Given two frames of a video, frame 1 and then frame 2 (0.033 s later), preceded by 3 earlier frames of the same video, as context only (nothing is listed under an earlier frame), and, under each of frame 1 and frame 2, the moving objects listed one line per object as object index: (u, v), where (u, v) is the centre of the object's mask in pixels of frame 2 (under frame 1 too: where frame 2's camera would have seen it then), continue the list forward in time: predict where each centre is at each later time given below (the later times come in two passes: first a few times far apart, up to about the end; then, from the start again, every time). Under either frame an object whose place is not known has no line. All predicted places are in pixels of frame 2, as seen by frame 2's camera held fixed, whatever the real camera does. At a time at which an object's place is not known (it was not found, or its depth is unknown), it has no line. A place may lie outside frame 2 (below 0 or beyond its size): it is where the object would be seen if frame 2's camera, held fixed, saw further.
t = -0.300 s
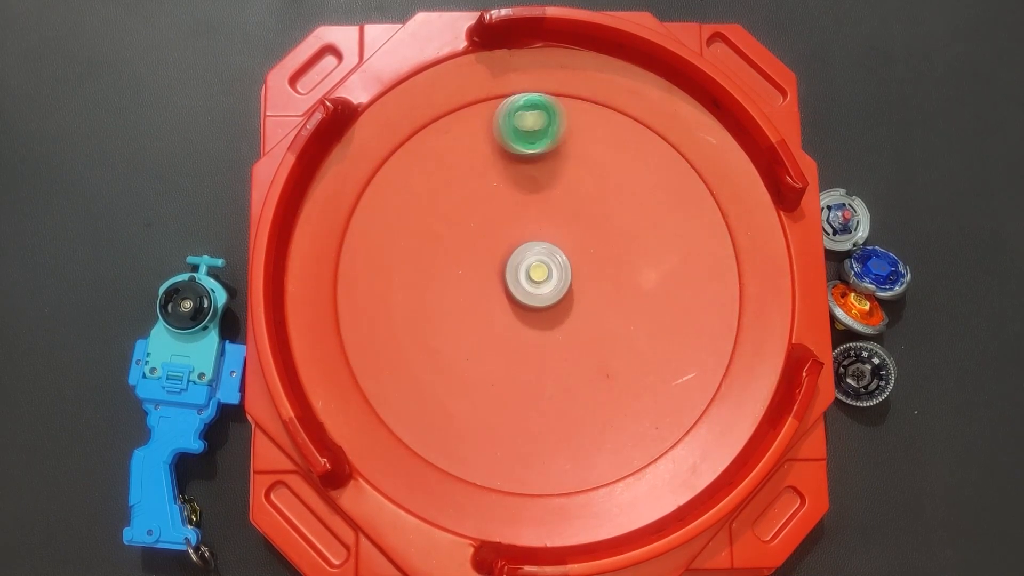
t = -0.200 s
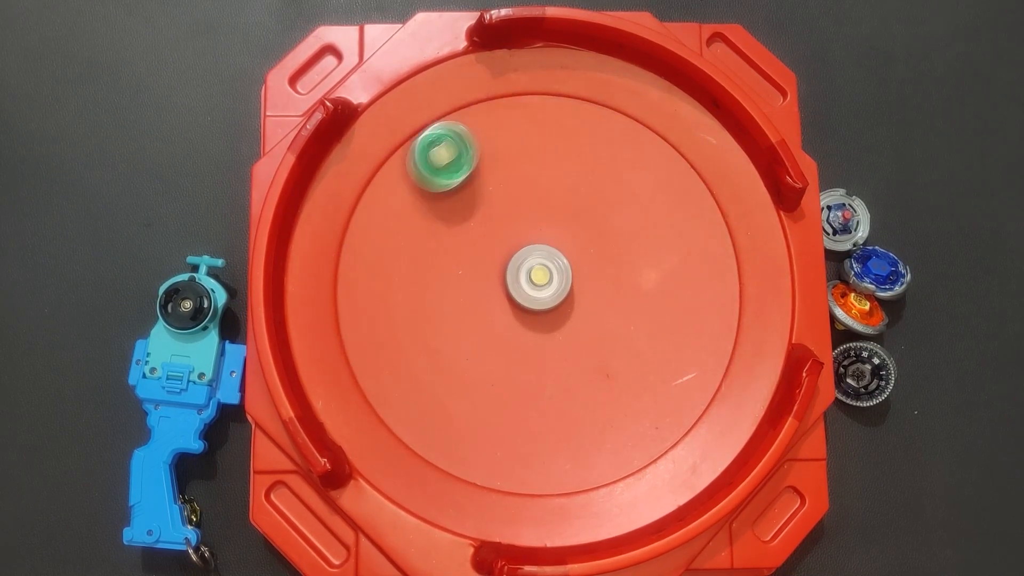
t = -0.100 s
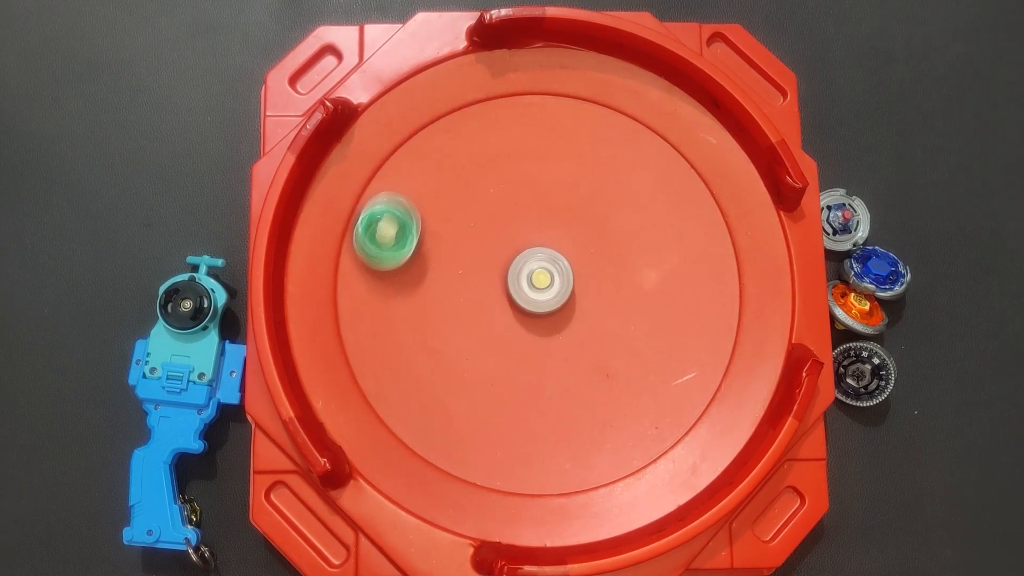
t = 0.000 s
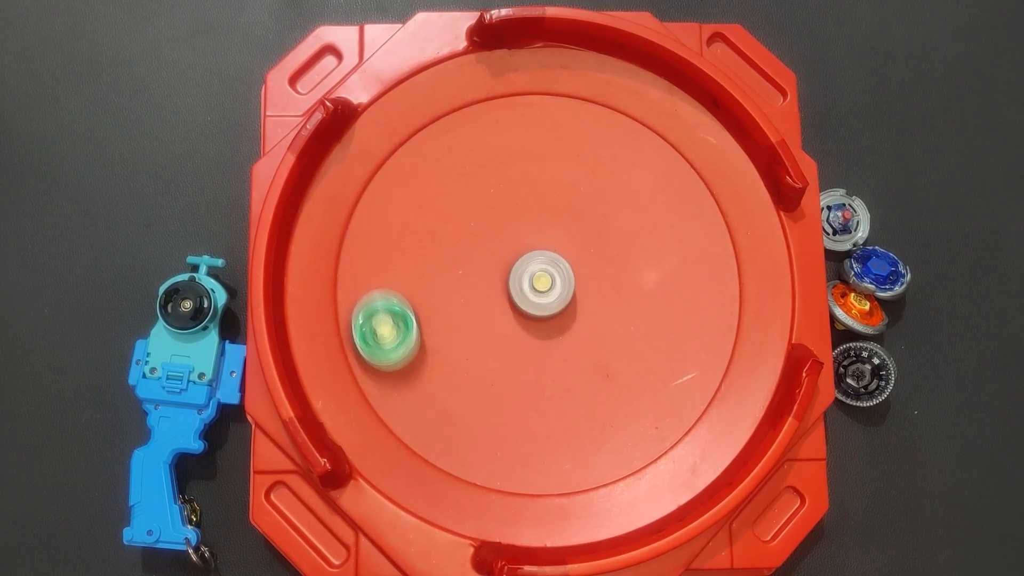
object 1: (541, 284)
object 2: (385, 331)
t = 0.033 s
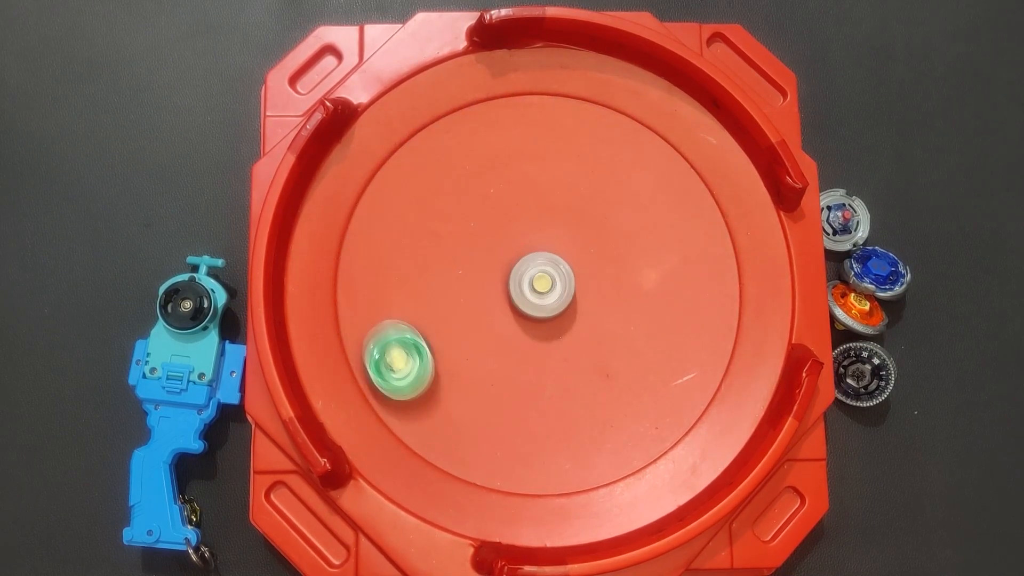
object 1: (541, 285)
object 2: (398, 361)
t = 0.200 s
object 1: (540, 291)
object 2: (534, 434)
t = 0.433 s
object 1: (539, 297)
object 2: (684, 315)
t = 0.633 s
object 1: (540, 300)
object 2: (627, 161)
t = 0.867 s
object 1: (538, 294)
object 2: (443, 176)
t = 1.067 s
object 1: (531, 291)
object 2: (406, 319)
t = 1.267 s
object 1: (526, 289)
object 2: (513, 407)
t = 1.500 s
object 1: (527, 289)
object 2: (643, 338)
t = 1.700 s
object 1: (532, 285)
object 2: (624, 206)
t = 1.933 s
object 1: (538, 276)
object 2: (514, 186)
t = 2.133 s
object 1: (555, 310)
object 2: (489, 175)
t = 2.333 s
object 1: (576, 357)
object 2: (426, 152)
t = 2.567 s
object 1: (570, 365)
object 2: (380, 233)
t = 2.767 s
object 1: (555, 360)
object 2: (462, 307)
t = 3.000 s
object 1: (576, 379)
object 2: (535, 251)
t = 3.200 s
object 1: (576, 345)
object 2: (571, 195)
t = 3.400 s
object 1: (577, 311)
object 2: (546, 155)
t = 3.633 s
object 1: (582, 279)
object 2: (523, 232)
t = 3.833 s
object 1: (618, 292)
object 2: (530, 282)
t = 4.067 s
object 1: (663, 301)
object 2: (535, 306)
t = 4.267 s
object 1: (656, 304)
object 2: (540, 314)
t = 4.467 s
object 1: (629, 307)
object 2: (541, 302)
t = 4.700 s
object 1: (591, 301)
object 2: (497, 291)
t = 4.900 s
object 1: (577, 296)
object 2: (443, 309)
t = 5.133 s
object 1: (569, 275)
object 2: (478, 337)
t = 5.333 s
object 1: (581, 259)
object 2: (520, 291)
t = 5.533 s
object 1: (597, 252)
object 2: (515, 239)
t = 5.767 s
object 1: (602, 262)
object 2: (481, 223)
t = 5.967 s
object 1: (587, 271)
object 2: (496, 251)
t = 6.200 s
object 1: (624, 315)
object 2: (482, 258)
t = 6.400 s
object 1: (615, 316)
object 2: (495, 280)
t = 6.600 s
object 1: (608, 301)
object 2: (534, 276)
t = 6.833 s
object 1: (589, 287)
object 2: (531, 234)
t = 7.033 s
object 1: (549, 315)
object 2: (509, 247)
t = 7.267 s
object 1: (577, 325)
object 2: (526, 260)
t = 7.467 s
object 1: (568, 316)
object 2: (531, 242)
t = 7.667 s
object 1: (559, 326)
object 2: (523, 248)
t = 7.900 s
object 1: (560, 328)
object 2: (534, 247)
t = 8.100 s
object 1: (563, 322)
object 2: (526, 241)
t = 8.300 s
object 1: (567, 321)
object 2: (530, 259)
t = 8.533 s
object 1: (562, 327)
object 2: (535, 261)
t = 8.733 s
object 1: (563, 328)
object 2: (535, 260)
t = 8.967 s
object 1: (567, 326)
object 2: (535, 265)
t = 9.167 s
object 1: (566, 327)
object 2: (534, 265)
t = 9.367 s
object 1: (566, 326)
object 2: (533, 264)
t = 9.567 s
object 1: (565, 328)
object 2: (534, 263)
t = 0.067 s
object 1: (541, 287)
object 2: (418, 387)
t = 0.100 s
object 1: (541, 288)
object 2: (444, 409)
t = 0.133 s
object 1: (541, 289)
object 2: (472, 423)
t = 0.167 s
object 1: (541, 290)
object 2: (502, 431)
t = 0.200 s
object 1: (540, 291)
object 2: (534, 434)
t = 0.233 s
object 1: (541, 291)
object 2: (565, 430)
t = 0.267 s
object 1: (541, 293)
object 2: (594, 422)
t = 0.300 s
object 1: (540, 293)
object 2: (620, 408)
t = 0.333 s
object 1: (540, 294)
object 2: (643, 389)
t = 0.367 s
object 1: (540, 295)
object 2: (661, 366)
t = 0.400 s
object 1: (540, 296)
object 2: (675, 342)
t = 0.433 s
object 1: (539, 297)
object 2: (684, 315)
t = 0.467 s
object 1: (539, 298)
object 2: (688, 287)
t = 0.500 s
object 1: (539, 298)
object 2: (687, 258)
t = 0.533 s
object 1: (539, 299)
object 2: (679, 230)
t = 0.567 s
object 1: (540, 299)
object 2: (667, 204)
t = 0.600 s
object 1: (540, 300)
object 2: (649, 180)
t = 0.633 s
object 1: (540, 300)
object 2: (627, 161)
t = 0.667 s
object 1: (541, 300)
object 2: (603, 147)
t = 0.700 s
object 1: (541, 299)
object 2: (574, 137)
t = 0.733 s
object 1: (541, 299)
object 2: (545, 134)
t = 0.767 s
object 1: (540, 298)
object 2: (517, 136)
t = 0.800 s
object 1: (540, 296)
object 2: (490, 144)
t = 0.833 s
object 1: (539, 295)
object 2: (464, 158)
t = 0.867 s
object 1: (538, 294)
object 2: (443, 176)
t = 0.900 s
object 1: (536, 293)
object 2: (426, 196)
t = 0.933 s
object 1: (535, 293)
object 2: (413, 221)
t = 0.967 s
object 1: (534, 292)
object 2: (405, 247)
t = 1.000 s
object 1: (533, 291)
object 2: (401, 273)
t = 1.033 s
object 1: (532, 291)
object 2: (401, 297)
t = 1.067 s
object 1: (531, 291)
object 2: (406, 319)
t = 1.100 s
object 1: (529, 290)
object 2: (416, 338)
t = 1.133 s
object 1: (529, 289)
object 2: (429, 358)
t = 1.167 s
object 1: (528, 289)
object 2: (448, 379)
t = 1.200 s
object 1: (528, 289)
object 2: (469, 393)
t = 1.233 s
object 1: (527, 290)
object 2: (491, 402)
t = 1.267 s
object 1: (526, 289)
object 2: (513, 407)
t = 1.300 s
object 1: (526, 289)
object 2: (533, 407)
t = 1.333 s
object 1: (525, 289)
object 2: (554, 404)
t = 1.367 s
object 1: (525, 290)
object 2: (576, 398)
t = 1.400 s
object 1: (525, 290)
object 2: (597, 387)
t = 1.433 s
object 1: (526, 290)
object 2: (616, 374)
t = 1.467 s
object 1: (526, 289)
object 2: (631, 357)
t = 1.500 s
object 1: (527, 289)
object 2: (643, 338)
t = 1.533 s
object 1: (528, 289)
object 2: (652, 317)
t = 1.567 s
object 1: (529, 288)
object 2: (656, 293)
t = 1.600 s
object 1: (530, 288)
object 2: (657, 269)
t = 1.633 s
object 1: (530, 287)
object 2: (650, 246)
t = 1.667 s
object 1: (531, 286)
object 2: (640, 225)
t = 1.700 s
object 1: (532, 285)
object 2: (624, 206)
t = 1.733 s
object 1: (532, 283)
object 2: (606, 191)
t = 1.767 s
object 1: (533, 282)
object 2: (585, 181)
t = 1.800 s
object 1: (534, 281)
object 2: (566, 175)
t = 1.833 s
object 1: (536, 280)
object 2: (548, 173)
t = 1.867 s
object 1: (537, 279)
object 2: (533, 175)
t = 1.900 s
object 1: (537, 278)
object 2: (522, 180)
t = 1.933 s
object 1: (538, 276)
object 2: (514, 186)
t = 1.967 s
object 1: (539, 275)
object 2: (509, 192)
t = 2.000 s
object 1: (539, 273)
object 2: (506, 199)
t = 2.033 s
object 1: (539, 272)
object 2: (504, 205)
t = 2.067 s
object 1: (539, 271)
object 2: (504, 210)
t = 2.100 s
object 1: (544, 283)
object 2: (499, 199)
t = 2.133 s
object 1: (555, 310)
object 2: (489, 175)
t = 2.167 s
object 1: (562, 330)
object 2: (479, 157)
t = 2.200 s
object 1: (568, 343)
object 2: (470, 146)
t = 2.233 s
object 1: (571, 350)
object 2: (461, 142)
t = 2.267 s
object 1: (573, 354)
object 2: (450, 143)
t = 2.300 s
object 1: (575, 356)
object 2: (438, 147)
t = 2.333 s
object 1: (576, 357)
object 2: (426, 152)
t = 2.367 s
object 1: (576, 359)
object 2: (414, 158)
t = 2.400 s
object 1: (576, 361)
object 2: (403, 164)
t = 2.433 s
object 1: (576, 362)
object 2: (393, 174)
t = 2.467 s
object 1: (576, 363)
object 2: (385, 185)
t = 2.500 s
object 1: (574, 364)
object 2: (380, 200)
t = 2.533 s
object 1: (573, 365)
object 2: (377, 215)
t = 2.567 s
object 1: (570, 365)
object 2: (380, 233)
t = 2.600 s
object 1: (568, 365)
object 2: (386, 249)
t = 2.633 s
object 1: (565, 365)
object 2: (396, 266)
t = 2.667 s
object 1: (562, 364)
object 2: (410, 279)
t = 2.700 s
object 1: (560, 363)
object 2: (426, 291)
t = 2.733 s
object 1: (557, 362)
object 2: (444, 300)
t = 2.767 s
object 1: (555, 360)
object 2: (462, 307)
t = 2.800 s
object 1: (551, 357)
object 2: (480, 310)
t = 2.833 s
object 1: (551, 356)
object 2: (495, 309)
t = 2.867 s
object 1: (562, 368)
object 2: (498, 292)
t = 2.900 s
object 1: (571, 377)
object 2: (503, 278)
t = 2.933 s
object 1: (576, 382)
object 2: (512, 268)
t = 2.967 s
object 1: (577, 382)
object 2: (524, 259)
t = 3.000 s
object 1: (576, 379)
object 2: (535, 251)
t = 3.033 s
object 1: (576, 374)
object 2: (544, 242)
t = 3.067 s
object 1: (576, 369)
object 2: (552, 232)
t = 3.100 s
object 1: (576, 363)
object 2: (557, 223)
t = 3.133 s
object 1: (576, 357)
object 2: (562, 214)
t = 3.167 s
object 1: (576, 351)
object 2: (567, 204)
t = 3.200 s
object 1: (576, 345)
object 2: (571, 195)
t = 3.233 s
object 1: (576, 339)
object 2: (572, 186)
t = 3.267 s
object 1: (576, 333)
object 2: (571, 177)
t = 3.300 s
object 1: (576, 327)
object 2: (568, 168)
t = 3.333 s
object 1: (577, 321)
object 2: (562, 161)
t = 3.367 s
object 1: (577, 316)
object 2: (555, 156)
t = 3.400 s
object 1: (577, 311)
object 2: (546, 155)
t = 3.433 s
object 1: (577, 305)
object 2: (537, 158)
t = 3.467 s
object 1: (578, 301)
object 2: (528, 165)
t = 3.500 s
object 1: (578, 296)
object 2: (520, 176)
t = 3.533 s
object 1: (579, 291)
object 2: (516, 188)
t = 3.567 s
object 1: (580, 286)
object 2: (516, 202)
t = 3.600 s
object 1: (581, 282)
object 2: (518, 218)
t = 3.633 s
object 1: (582, 279)
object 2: (523, 232)
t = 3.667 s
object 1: (593, 282)
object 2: (520, 239)
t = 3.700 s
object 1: (605, 289)
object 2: (515, 243)
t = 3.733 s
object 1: (612, 292)
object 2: (515, 251)
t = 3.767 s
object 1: (615, 294)
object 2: (518, 261)
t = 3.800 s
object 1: (616, 293)
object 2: (523, 271)
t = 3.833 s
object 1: (618, 292)
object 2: (530, 282)
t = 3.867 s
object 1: (619, 292)
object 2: (538, 290)
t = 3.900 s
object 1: (620, 292)
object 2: (546, 295)
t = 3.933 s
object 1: (626, 293)
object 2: (551, 299)
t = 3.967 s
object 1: (645, 296)
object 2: (542, 299)
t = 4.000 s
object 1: (656, 298)
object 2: (537, 300)
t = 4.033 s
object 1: (661, 300)
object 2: (535, 303)
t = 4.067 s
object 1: (663, 301)
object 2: (535, 306)
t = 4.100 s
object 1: (664, 301)
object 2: (535, 308)
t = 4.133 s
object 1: (664, 301)
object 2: (535, 311)
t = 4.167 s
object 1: (663, 301)
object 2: (536, 312)
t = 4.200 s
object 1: (661, 302)
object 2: (537, 314)
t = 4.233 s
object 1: (659, 303)
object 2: (538, 314)
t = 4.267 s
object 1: (656, 304)
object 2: (540, 314)
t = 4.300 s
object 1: (652, 305)
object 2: (540, 314)
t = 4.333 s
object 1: (649, 306)
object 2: (541, 312)
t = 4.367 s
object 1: (644, 307)
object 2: (541, 311)
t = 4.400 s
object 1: (639, 307)
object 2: (541, 308)
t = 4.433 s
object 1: (634, 307)
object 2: (542, 305)
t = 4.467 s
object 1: (629, 307)
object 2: (541, 302)
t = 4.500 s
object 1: (623, 307)
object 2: (539, 298)
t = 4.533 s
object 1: (618, 305)
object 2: (536, 295)
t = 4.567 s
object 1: (610, 304)
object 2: (532, 292)
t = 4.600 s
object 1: (604, 302)
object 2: (527, 290)
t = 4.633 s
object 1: (595, 299)
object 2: (521, 290)
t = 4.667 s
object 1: (587, 298)
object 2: (515, 291)
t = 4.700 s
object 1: (591, 301)
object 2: (497, 291)
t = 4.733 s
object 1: (591, 303)
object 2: (485, 291)
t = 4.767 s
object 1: (588, 303)
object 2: (474, 292)
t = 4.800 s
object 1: (585, 301)
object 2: (465, 295)
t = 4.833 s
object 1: (583, 300)
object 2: (456, 299)
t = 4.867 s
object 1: (580, 299)
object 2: (448, 303)
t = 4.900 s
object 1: (577, 296)
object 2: (443, 309)
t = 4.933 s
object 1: (575, 295)
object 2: (440, 316)
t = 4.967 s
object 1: (574, 292)
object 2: (439, 324)
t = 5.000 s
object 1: (572, 289)
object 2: (443, 332)
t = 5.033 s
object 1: (570, 286)
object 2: (449, 338)
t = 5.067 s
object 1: (570, 282)
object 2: (458, 341)
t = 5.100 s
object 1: (569, 279)
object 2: (468, 341)
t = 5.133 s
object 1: (569, 275)
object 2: (478, 337)
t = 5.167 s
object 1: (570, 272)
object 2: (489, 332)
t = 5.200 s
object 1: (571, 269)
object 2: (499, 326)
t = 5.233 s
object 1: (572, 266)
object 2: (508, 317)
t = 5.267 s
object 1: (573, 264)
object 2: (514, 308)
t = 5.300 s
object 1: (577, 261)
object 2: (519, 299)
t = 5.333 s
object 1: (581, 259)
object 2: (520, 291)
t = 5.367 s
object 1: (584, 256)
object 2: (521, 282)
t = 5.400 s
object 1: (588, 255)
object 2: (521, 274)
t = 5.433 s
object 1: (590, 253)
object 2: (520, 264)
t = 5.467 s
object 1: (593, 252)
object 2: (519, 255)
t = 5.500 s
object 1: (596, 252)
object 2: (518, 247)
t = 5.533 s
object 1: (597, 252)
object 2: (515, 239)
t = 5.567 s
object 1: (599, 252)
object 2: (511, 232)
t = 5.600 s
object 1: (601, 253)
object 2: (505, 227)
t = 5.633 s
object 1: (602, 255)
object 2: (498, 222)
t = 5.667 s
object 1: (603, 256)
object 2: (493, 220)
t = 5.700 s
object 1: (604, 258)
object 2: (488, 219)
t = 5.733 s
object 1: (603, 260)
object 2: (484, 221)
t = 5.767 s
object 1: (602, 262)
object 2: (481, 223)
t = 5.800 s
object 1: (601, 264)
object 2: (480, 226)
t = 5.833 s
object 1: (599, 266)
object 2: (480, 229)
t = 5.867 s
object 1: (597, 268)
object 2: (482, 234)
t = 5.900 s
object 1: (594, 269)
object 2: (485, 239)
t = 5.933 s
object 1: (591, 270)
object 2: (490, 244)
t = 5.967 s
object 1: (587, 271)
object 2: (496, 251)
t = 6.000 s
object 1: (583, 270)
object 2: (505, 257)
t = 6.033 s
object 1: (580, 272)
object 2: (512, 260)
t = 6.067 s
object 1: (584, 275)
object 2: (510, 259)
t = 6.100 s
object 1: (602, 288)
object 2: (498, 255)
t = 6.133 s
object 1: (614, 299)
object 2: (489, 253)
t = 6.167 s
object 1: (621, 308)
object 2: (485, 255)
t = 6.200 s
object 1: (624, 315)
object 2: (482, 258)
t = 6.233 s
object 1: (625, 319)
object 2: (481, 260)
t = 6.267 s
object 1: (624, 321)
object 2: (481, 264)
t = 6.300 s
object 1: (620, 321)
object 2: (482, 267)
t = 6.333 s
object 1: (618, 319)
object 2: (485, 271)
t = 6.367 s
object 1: (616, 317)
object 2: (489, 276)
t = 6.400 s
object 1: (615, 316)
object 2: (495, 280)
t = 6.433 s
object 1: (613, 315)
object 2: (502, 282)
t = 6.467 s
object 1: (611, 313)
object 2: (510, 283)
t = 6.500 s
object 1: (609, 309)
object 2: (518, 285)
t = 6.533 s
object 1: (606, 305)
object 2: (527, 285)
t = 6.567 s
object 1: (603, 302)
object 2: (535, 283)
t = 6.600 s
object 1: (608, 301)
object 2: (534, 276)
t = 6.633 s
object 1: (609, 302)
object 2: (535, 270)
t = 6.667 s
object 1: (607, 301)
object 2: (537, 263)
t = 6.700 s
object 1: (605, 300)
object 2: (538, 256)
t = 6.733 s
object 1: (603, 297)
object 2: (539, 249)
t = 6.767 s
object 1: (599, 294)
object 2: (538, 242)
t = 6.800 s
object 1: (595, 290)
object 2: (536, 237)
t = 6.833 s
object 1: (589, 287)
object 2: (531, 234)
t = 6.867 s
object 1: (582, 285)
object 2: (526, 232)
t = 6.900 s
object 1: (572, 284)
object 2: (520, 233)
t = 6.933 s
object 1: (562, 287)
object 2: (517, 237)
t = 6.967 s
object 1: (555, 296)
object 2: (513, 239)
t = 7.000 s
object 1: (550, 306)
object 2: (510, 243)
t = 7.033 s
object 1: (549, 315)
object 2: (509, 247)
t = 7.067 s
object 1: (552, 323)
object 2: (509, 252)
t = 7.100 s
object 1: (556, 326)
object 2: (511, 256)
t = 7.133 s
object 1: (561, 326)
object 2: (515, 260)
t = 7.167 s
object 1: (565, 325)
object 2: (520, 263)
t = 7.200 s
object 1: (569, 323)
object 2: (524, 267)
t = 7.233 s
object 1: (575, 326)
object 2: (524, 263)
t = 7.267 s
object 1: (577, 325)
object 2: (526, 260)
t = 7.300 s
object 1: (577, 324)
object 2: (527, 258)
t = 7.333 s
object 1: (577, 322)
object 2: (528, 255)
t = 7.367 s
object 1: (576, 320)
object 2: (529, 252)
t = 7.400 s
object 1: (574, 318)
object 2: (530, 248)
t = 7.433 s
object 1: (571, 316)
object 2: (531, 245)
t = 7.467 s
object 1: (568, 316)
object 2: (531, 242)
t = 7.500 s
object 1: (564, 317)
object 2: (530, 240)
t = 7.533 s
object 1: (562, 318)
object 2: (528, 238)
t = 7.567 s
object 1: (560, 321)
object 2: (525, 238)
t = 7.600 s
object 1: (560, 324)
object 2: (523, 241)
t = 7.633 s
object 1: (559, 325)
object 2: (522, 244)
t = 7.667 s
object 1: (559, 326)
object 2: (523, 248)
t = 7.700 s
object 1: (560, 326)
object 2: (525, 252)
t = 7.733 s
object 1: (559, 326)
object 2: (529, 256)
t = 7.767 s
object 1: (559, 325)
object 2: (533, 259)
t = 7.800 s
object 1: (560, 327)
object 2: (534, 258)
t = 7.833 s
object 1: (560, 327)
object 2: (534, 254)
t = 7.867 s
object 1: (560, 328)
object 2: (534, 250)
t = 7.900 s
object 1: (560, 328)
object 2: (534, 247)
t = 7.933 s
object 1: (560, 327)
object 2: (533, 244)
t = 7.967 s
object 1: (561, 327)
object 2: (532, 242)
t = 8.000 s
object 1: (561, 326)
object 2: (530, 240)
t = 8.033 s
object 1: (561, 325)
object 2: (529, 240)
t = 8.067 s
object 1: (562, 324)
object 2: (527, 240)
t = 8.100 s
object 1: (563, 322)
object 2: (526, 241)
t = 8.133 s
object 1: (565, 321)
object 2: (525, 244)
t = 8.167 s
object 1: (566, 321)
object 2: (526, 246)
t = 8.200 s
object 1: (567, 321)
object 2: (526, 248)
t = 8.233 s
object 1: (568, 321)
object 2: (527, 252)
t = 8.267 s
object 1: (568, 321)
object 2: (529, 255)
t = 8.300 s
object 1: (567, 321)
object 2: (530, 259)
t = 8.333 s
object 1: (567, 321)
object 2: (533, 263)
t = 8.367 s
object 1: (566, 323)
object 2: (534, 263)
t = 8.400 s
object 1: (564, 323)
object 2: (534, 262)
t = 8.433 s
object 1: (564, 324)
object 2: (535, 262)
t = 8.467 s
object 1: (563, 325)
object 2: (536, 262)
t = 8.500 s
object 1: (562, 326)
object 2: (535, 261)
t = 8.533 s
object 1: (562, 327)
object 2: (535, 261)
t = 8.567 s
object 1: (562, 327)
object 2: (535, 262)
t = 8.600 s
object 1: (562, 327)
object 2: (536, 262)
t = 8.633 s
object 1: (562, 326)
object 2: (536, 263)
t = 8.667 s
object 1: (563, 327)
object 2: (536, 262)
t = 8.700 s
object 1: (563, 328)
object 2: (536, 260)
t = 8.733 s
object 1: (563, 328)
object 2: (535, 260)
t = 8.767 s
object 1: (563, 329)
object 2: (535, 260)
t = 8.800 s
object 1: (563, 328)
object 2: (535, 260)
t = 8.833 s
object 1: (563, 328)
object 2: (534, 261)
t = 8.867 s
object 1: (564, 327)
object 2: (534, 263)
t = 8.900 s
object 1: (565, 327)
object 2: (534, 264)
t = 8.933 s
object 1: (566, 326)
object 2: (535, 265)
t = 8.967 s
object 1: (567, 326)
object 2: (535, 265)
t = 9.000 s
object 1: (568, 326)
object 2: (535, 265)
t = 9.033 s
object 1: (568, 326)
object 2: (534, 264)
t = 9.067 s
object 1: (567, 326)
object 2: (534, 264)
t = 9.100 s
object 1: (567, 326)
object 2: (534, 265)
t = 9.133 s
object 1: (566, 326)
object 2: (534, 265)
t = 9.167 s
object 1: (566, 327)
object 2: (534, 265)
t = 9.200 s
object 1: (566, 326)
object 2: (534, 266)
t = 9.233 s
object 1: (566, 327)
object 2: (534, 266)
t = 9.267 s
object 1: (566, 326)
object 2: (534, 264)
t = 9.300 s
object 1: (566, 326)
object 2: (534, 265)
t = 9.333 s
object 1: (566, 326)
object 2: (533, 265)
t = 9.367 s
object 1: (566, 326)
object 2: (533, 264)
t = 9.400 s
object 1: (565, 327)
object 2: (534, 265)
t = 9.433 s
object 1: (566, 326)
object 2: (534, 267)
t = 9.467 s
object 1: (566, 326)
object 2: (534, 267)
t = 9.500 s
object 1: (566, 326)
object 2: (535, 267)
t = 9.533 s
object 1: (565, 328)
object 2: (535, 265)
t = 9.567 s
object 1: (565, 328)
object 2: (534, 263)
